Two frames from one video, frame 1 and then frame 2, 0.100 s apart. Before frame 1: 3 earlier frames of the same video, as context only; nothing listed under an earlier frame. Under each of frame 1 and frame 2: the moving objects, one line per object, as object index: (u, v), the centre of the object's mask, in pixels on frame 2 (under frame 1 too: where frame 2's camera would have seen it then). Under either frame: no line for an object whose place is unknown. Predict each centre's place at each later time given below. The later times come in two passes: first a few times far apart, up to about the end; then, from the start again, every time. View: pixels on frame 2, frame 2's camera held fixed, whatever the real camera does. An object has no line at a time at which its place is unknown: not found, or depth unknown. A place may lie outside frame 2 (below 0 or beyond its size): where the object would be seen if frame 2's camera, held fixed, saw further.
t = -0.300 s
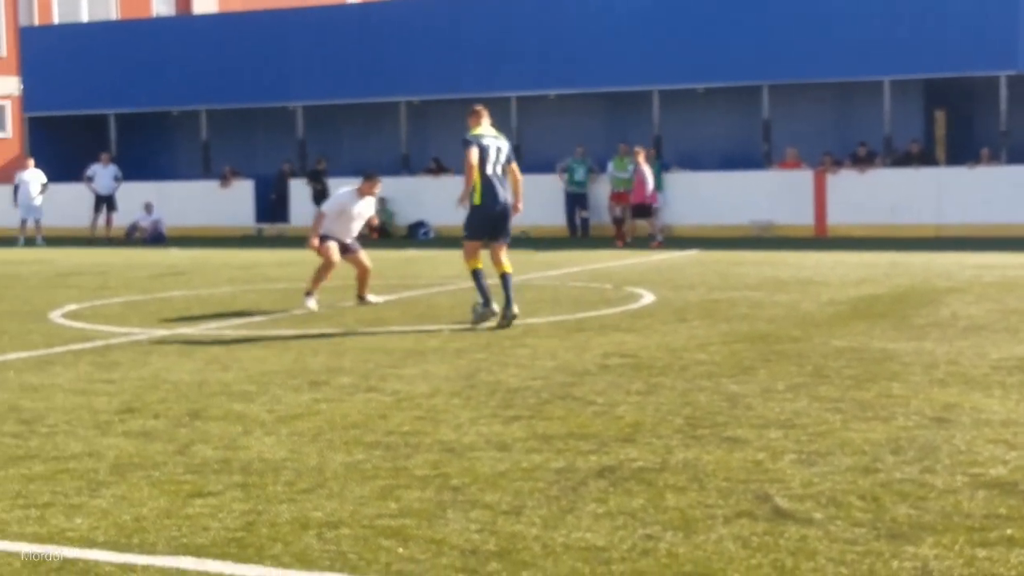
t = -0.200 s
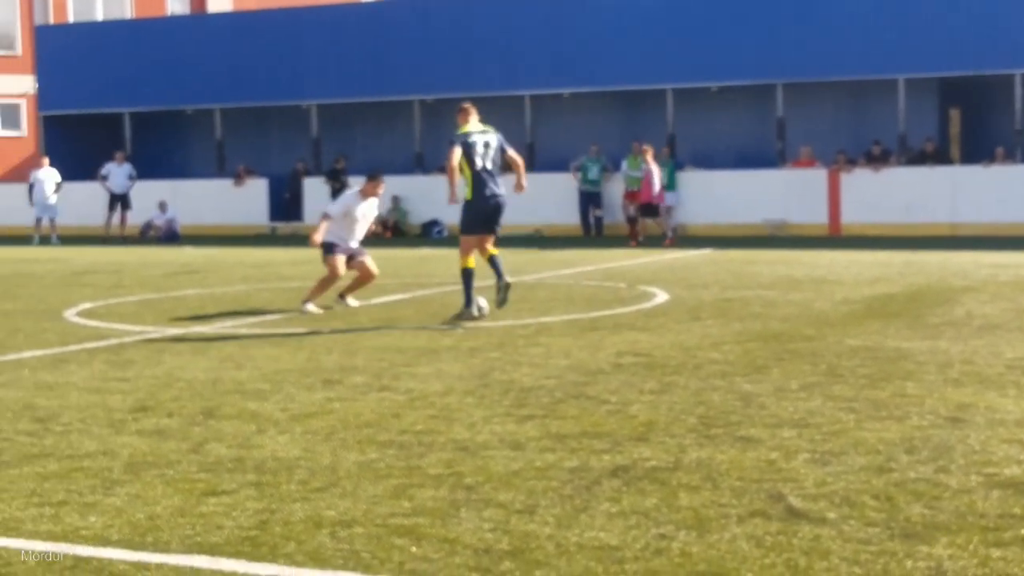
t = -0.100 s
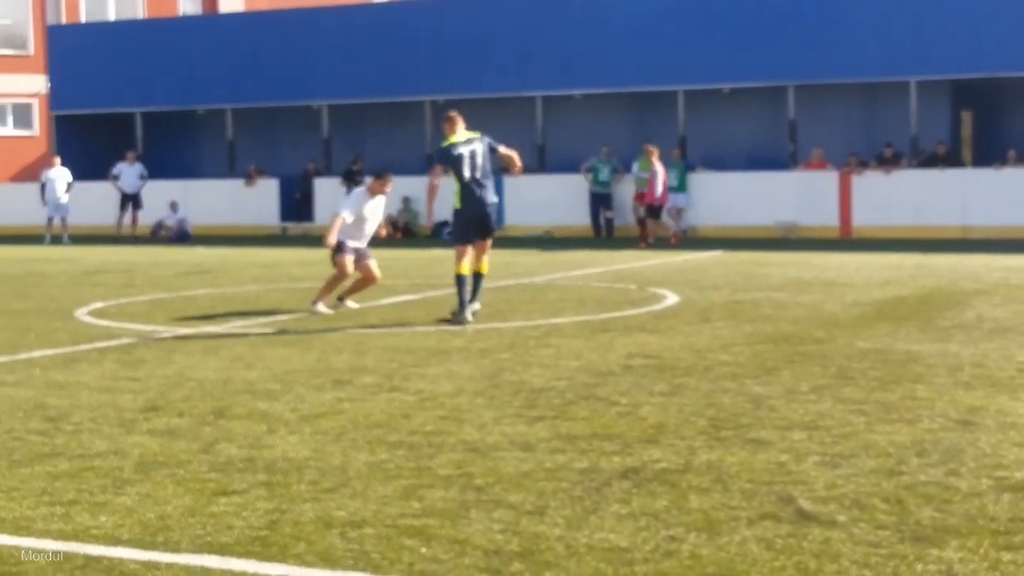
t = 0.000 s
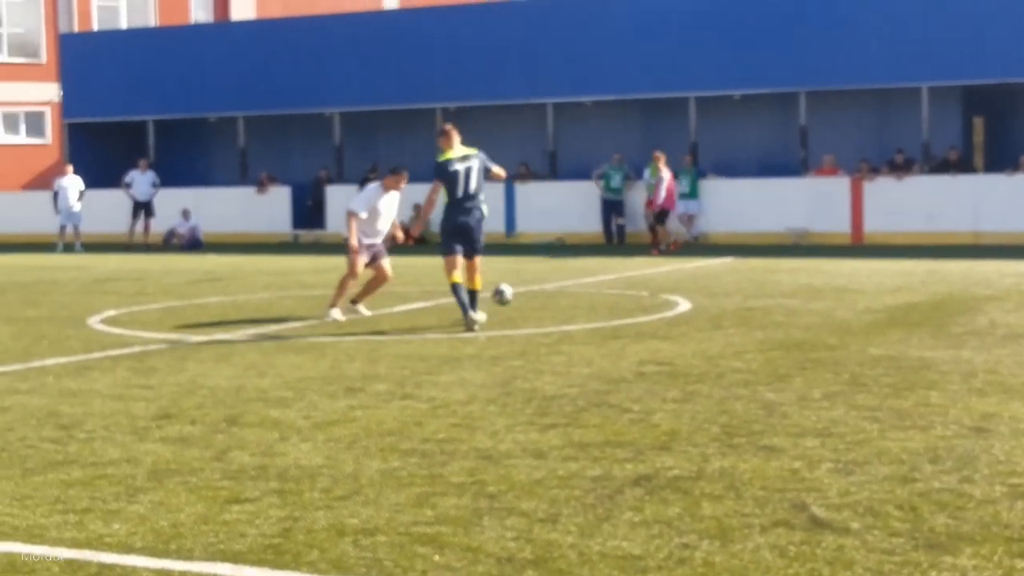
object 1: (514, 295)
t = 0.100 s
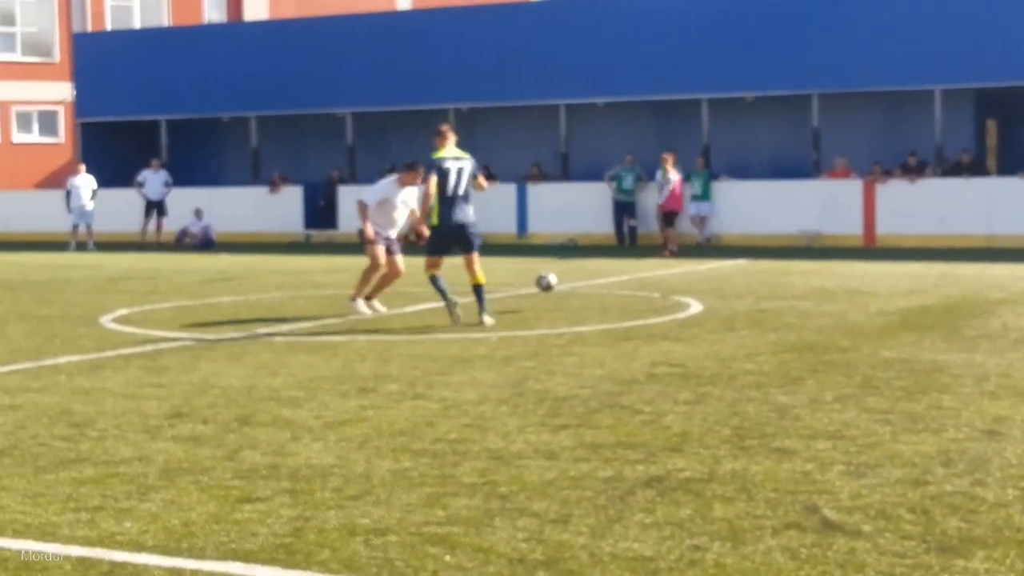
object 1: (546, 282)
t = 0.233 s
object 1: (585, 280)
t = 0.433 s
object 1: (625, 275)
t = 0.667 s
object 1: (655, 271)
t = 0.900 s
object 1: (677, 268)
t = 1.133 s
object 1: (695, 262)
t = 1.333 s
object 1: (710, 256)
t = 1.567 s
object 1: (723, 254)
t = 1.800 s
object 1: (734, 250)
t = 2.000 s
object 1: (742, 249)
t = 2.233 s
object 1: (754, 243)
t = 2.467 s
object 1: (763, 243)
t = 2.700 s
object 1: (771, 241)
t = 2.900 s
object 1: (777, 240)
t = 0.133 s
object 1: (556, 280)
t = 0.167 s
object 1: (567, 278)
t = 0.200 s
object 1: (576, 278)
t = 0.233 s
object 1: (585, 280)
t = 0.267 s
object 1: (594, 283)
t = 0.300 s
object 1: (603, 286)
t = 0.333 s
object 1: (609, 284)
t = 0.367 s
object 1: (614, 280)
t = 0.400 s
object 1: (620, 278)
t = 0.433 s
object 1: (625, 275)
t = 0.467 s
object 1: (630, 274)
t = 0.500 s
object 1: (636, 275)
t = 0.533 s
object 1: (640, 277)
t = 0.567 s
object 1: (645, 275)
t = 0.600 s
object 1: (649, 273)
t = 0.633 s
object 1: (651, 271)
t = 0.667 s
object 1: (655, 271)
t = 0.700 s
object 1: (658, 273)
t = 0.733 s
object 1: (661, 272)
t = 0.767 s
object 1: (663, 271)
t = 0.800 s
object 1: (667, 271)
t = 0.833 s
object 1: (671, 269)
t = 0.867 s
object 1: (674, 268)
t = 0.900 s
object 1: (677, 268)
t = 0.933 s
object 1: (680, 266)
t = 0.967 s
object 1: (683, 264)
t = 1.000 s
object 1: (685, 264)
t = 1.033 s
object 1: (687, 264)
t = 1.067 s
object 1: (691, 262)
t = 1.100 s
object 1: (693, 262)
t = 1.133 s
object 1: (695, 262)
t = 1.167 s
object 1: (699, 262)
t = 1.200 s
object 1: (701, 260)
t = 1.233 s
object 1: (703, 260)
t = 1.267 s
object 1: (706, 260)
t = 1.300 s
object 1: (709, 258)
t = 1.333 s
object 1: (710, 256)
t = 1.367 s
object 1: (713, 255)
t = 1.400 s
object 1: (715, 255)
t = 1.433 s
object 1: (717, 255)
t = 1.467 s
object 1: (718, 254)
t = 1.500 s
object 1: (720, 254)
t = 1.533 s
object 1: (722, 253)
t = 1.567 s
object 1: (723, 254)
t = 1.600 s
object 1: (726, 253)
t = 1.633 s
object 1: (728, 252)
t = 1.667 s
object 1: (729, 252)
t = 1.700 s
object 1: (731, 250)
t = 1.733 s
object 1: (730, 251)
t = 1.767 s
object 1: (733, 249)
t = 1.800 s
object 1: (734, 250)
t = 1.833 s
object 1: (736, 250)
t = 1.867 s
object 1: (737, 251)
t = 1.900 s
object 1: (739, 249)
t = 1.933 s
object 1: (740, 250)
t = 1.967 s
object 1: (741, 248)
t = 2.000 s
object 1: (742, 249)
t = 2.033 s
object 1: (745, 248)
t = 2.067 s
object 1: (747, 248)
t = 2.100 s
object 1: (747, 249)
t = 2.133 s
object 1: (750, 247)
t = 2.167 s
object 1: (752, 245)
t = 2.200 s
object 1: (751, 246)
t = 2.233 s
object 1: (754, 243)
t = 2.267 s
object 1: (754, 243)
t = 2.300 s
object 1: (755, 244)
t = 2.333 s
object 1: (757, 244)
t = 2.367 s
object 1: (758, 245)
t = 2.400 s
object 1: (761, 244)
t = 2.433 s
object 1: (761, 242)
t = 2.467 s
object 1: (763, 243)
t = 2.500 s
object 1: (763, 243)
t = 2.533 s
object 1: (765, 243)
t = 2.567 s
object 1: (767, 243)
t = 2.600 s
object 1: (768, 242)
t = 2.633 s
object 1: (768, 242)
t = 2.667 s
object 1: (770, 242)
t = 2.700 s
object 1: (771, 241)
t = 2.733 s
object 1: (772, 241)
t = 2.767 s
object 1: (774, 241)
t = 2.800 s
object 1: (773, 241)
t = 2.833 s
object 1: (775, 241)
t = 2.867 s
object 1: (776, 241)
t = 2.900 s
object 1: (777, 240)
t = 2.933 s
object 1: (778, 242)
